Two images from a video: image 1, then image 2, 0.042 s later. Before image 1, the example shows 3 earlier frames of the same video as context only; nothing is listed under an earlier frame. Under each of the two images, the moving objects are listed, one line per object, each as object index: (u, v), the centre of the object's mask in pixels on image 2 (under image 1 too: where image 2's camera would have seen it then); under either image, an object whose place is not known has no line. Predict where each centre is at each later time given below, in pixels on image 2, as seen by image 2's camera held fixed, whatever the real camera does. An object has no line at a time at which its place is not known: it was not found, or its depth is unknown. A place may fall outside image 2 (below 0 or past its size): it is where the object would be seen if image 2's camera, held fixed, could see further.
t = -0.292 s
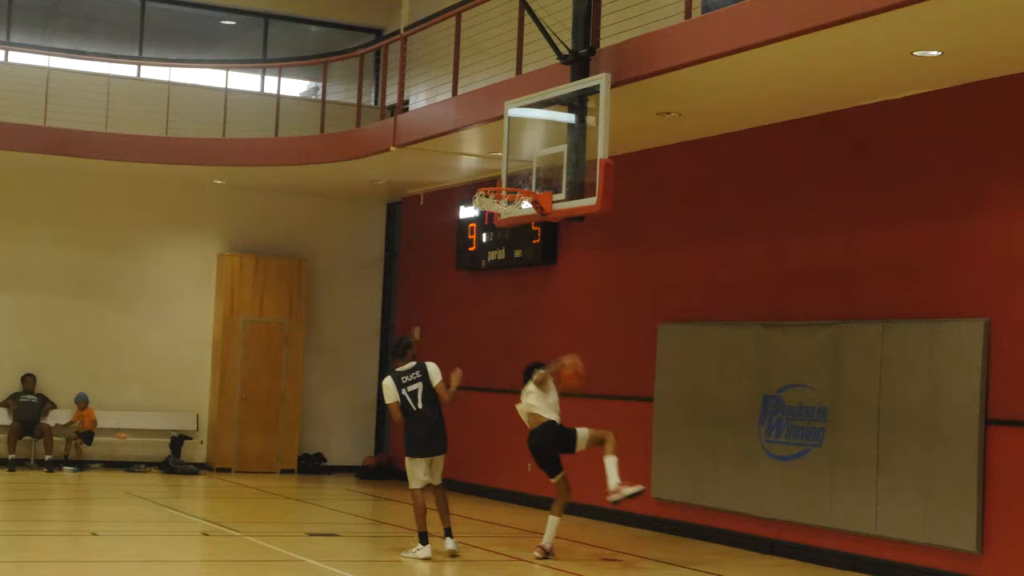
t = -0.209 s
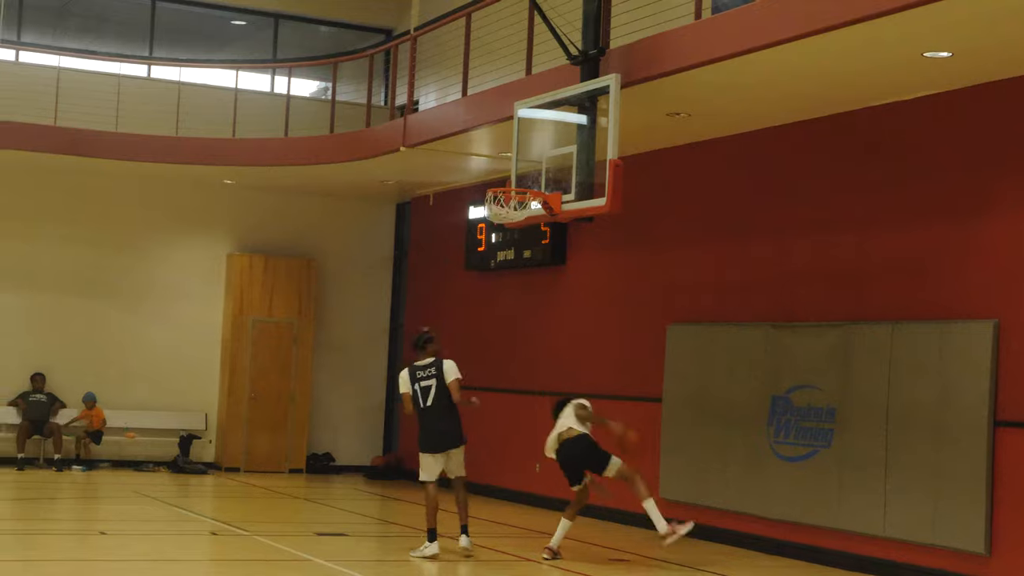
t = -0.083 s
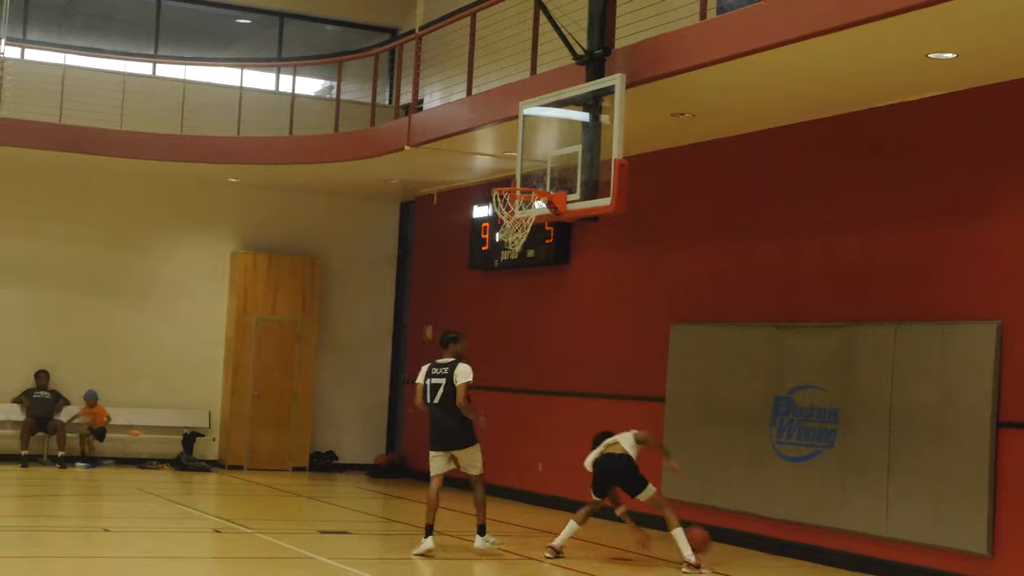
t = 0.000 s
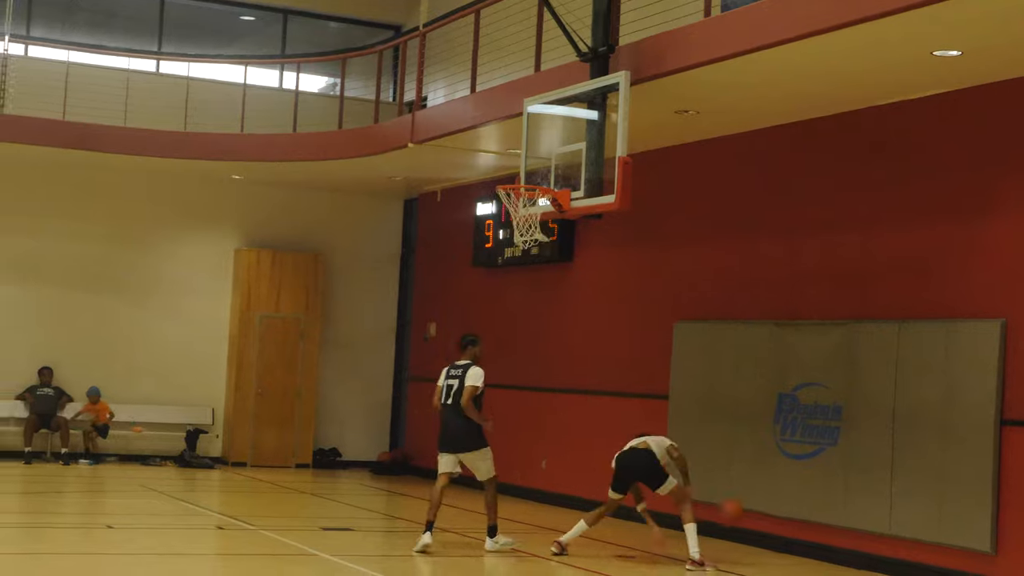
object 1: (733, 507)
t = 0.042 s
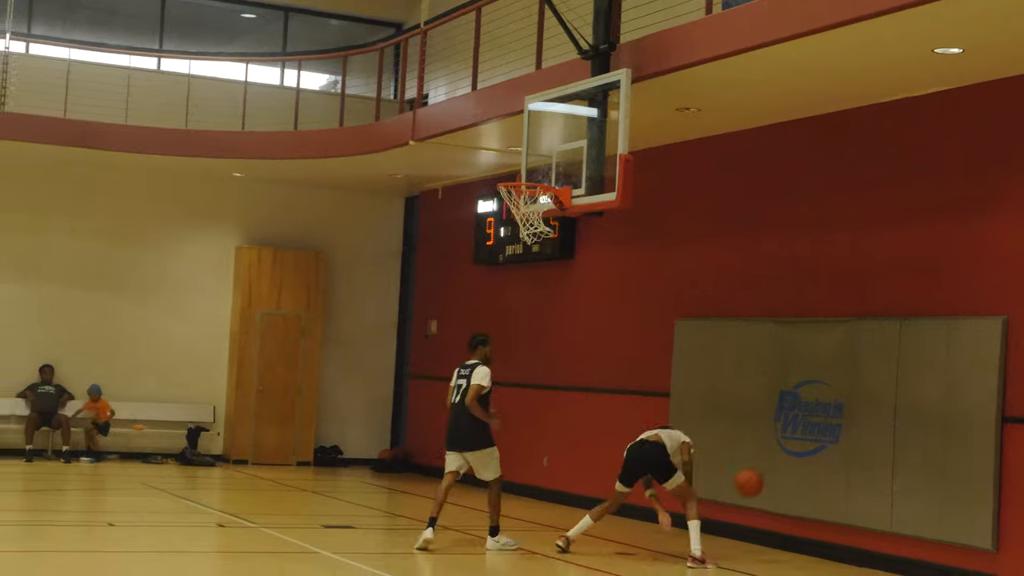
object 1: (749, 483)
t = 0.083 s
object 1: (760, 467)
